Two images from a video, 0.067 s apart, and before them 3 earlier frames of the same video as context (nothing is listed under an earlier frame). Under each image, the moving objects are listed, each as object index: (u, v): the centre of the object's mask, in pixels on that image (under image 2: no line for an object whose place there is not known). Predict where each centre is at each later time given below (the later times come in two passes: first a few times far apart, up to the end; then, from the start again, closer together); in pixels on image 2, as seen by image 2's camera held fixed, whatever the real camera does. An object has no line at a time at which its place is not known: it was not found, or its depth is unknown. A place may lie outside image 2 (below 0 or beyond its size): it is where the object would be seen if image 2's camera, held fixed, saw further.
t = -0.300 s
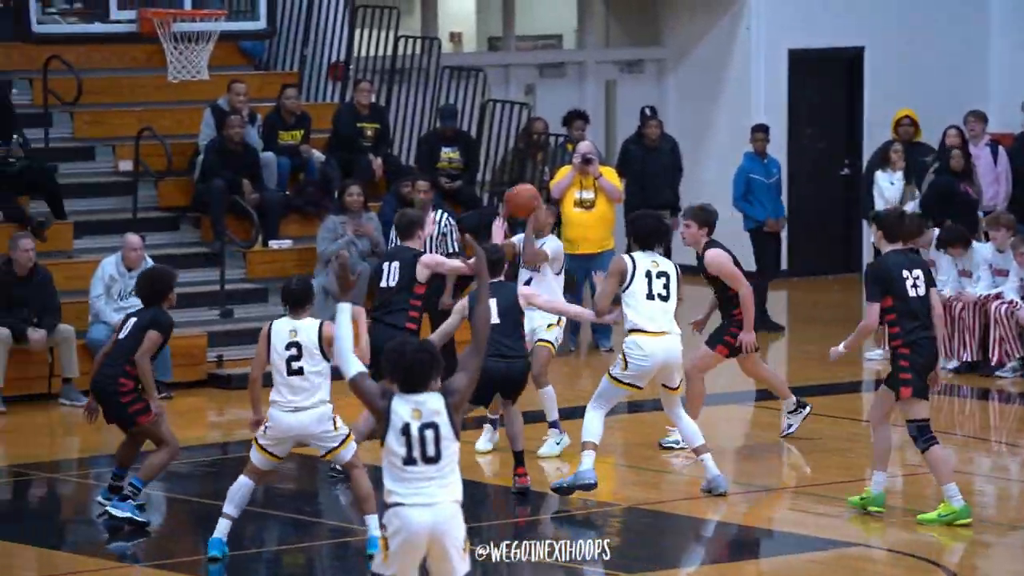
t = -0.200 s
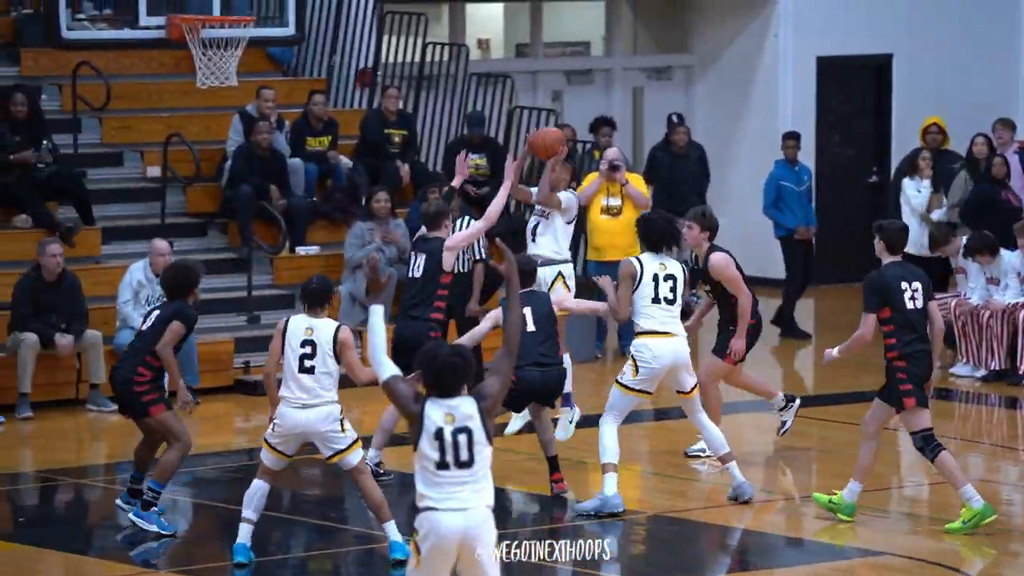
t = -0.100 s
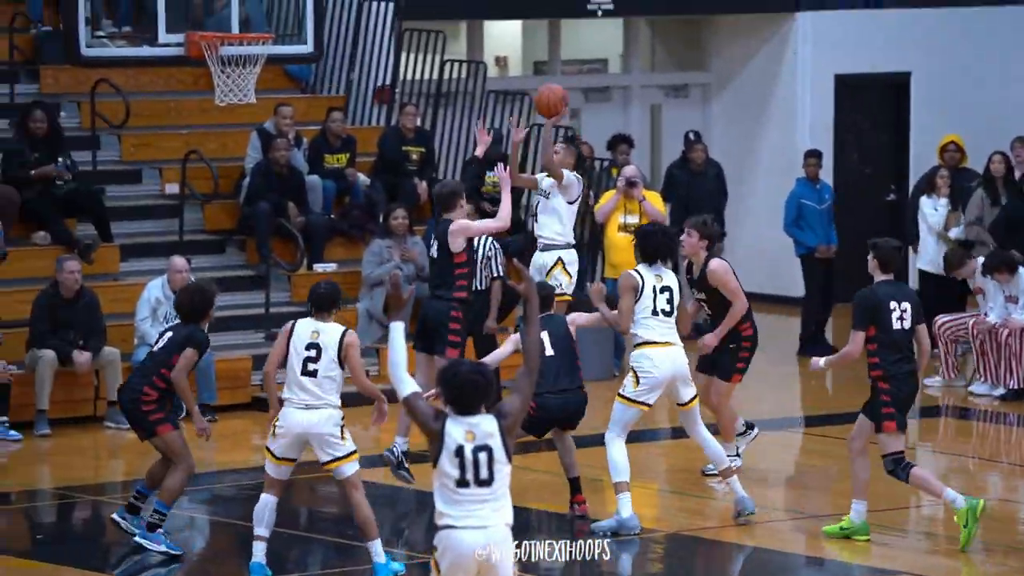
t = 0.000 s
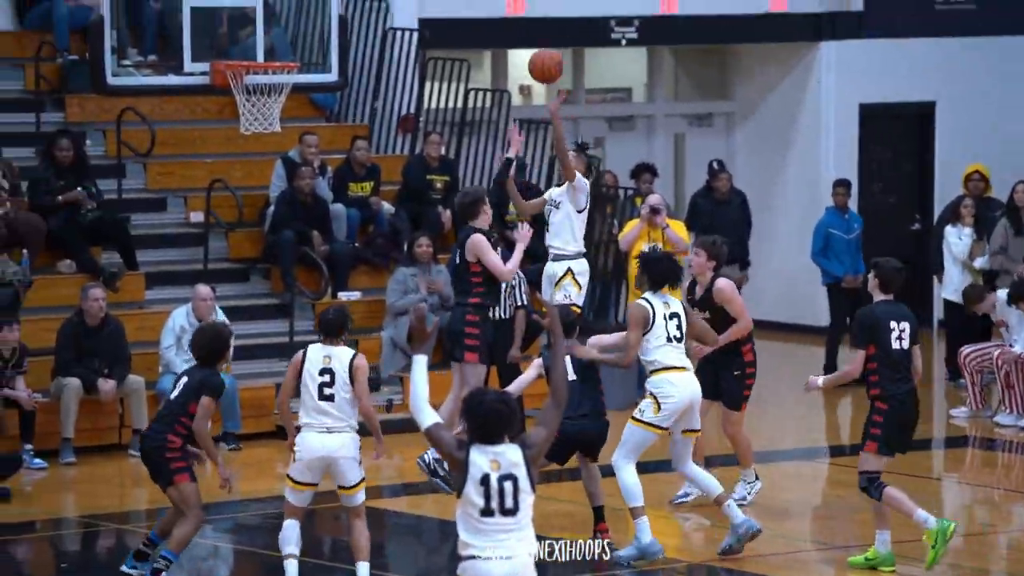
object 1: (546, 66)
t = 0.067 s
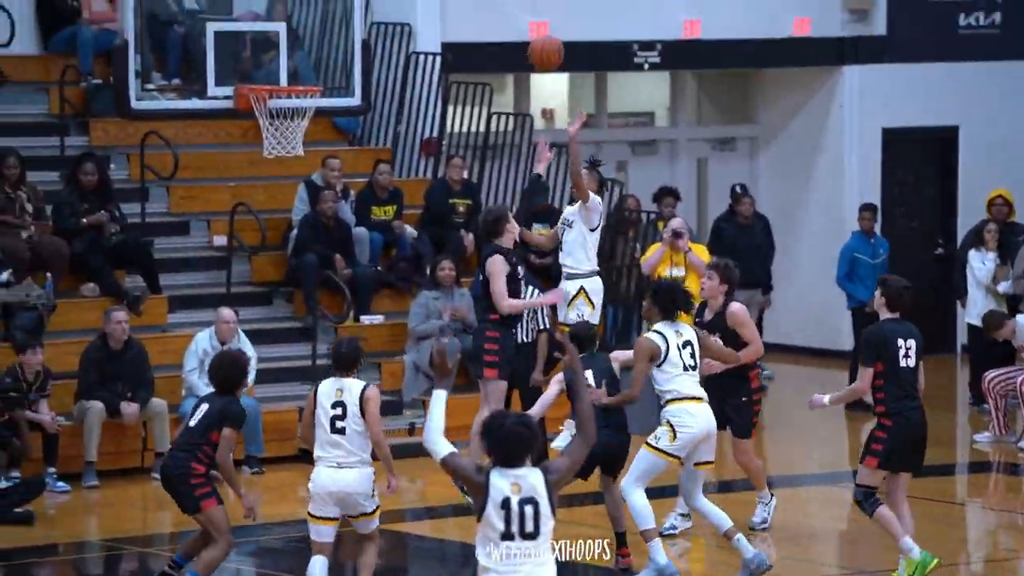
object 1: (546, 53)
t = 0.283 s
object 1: (472, -23)
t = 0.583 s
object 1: (368, -15)
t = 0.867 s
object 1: (266, 114)
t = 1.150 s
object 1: (282, 154)
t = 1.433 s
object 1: (316, 251)
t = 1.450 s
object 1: (317, 262)
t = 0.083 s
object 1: (540, 44)
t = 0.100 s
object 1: (534, 36)
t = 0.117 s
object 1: (529, 29)
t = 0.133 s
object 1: (523, 21)
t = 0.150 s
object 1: (517, 15)
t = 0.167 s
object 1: (512, 9)
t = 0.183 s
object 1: (506, 3)
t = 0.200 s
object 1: (501, -2)
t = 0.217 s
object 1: (495, -7)
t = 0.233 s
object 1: (489, -12)
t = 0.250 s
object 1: (484, -16)
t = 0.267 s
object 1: (478, -20)
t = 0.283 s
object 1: (472, -23)
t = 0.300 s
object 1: (466, -26)
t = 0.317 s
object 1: (461, -29)
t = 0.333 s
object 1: (455, -31)
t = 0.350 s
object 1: (449, -32)
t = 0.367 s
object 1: (443, -33)
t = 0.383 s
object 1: (438, -34)
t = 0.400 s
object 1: (432, -35)
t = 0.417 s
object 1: (426, -36)
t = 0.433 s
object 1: (420, -36)
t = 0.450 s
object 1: (414, -35)
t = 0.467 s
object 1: (409, -34)
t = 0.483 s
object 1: (403, -33)
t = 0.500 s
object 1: (397, -31)
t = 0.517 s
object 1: (391, -29)
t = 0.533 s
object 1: (386, -26)
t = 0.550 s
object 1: (380, -23)
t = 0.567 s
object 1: (374, -19)
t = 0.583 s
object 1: (368, -15)
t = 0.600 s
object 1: (362, -10)
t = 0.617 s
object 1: (356, -5)
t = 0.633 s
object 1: (351, 0)
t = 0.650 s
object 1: (344, 6)
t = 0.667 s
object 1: (339, 12)
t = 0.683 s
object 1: (333, 18)
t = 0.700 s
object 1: (327, 25)
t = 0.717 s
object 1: (320, 33)
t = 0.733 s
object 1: (315, 41)
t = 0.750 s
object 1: (309, 50)
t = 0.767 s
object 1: (303, 58)
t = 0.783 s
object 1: (297, 68)
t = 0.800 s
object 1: (291, 75)
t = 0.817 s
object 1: (285, 79)
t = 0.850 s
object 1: (274, 109)
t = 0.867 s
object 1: (266, 114)
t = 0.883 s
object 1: (262, 117)
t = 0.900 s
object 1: (259, 118)
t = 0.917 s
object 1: (257, 118)
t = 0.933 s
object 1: (258, 117)
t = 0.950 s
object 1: (258, 117)
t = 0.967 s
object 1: (259, 116)
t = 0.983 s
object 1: (261, 140)
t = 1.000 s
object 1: (262, 132)
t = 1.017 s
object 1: (264, 132)
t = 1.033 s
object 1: (266, 139)
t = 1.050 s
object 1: (269, 141)
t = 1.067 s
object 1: (271, 142)
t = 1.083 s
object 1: (274, 145)
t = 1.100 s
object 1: (276, 147)
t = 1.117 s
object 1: (279, 149)
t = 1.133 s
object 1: (280, 151)
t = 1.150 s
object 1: (282, 154)
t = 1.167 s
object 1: (285, 155)
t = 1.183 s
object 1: (288, 157)
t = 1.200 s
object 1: (290, 160)
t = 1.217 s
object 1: (292, 162)
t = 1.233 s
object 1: (294, 165)
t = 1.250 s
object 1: (296, 168)
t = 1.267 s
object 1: (297, 172)
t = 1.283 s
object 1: (300, 180)
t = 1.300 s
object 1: (302, 186)
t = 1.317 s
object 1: (303, 193)
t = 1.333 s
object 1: (306, 200)
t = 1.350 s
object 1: (307, 207)
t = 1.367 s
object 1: (309, 216)
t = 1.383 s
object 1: (312, 224)
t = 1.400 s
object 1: (313, 233)
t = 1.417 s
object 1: (315, 242)
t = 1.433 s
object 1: (316, 251)
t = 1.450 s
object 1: (317, 262)
